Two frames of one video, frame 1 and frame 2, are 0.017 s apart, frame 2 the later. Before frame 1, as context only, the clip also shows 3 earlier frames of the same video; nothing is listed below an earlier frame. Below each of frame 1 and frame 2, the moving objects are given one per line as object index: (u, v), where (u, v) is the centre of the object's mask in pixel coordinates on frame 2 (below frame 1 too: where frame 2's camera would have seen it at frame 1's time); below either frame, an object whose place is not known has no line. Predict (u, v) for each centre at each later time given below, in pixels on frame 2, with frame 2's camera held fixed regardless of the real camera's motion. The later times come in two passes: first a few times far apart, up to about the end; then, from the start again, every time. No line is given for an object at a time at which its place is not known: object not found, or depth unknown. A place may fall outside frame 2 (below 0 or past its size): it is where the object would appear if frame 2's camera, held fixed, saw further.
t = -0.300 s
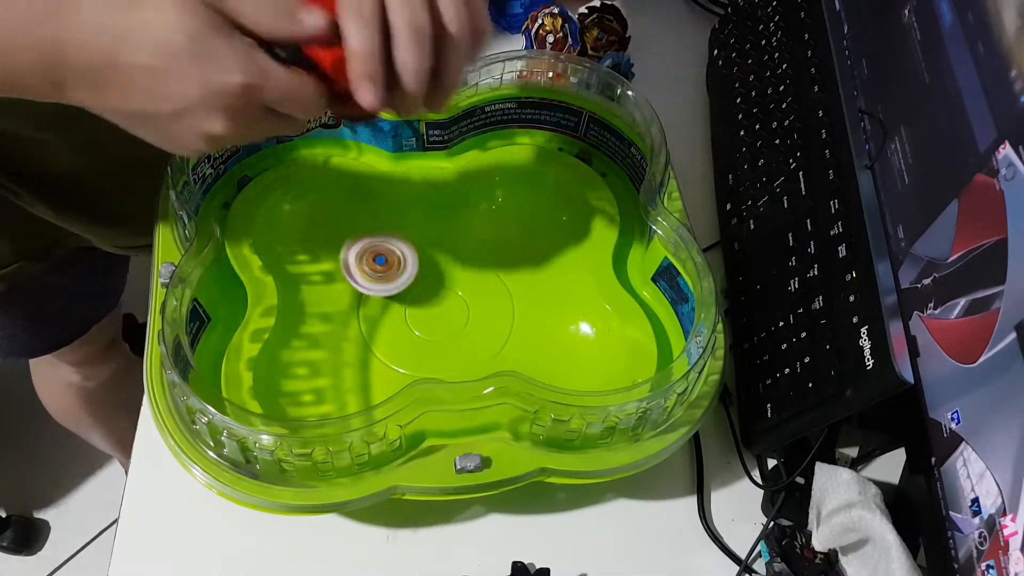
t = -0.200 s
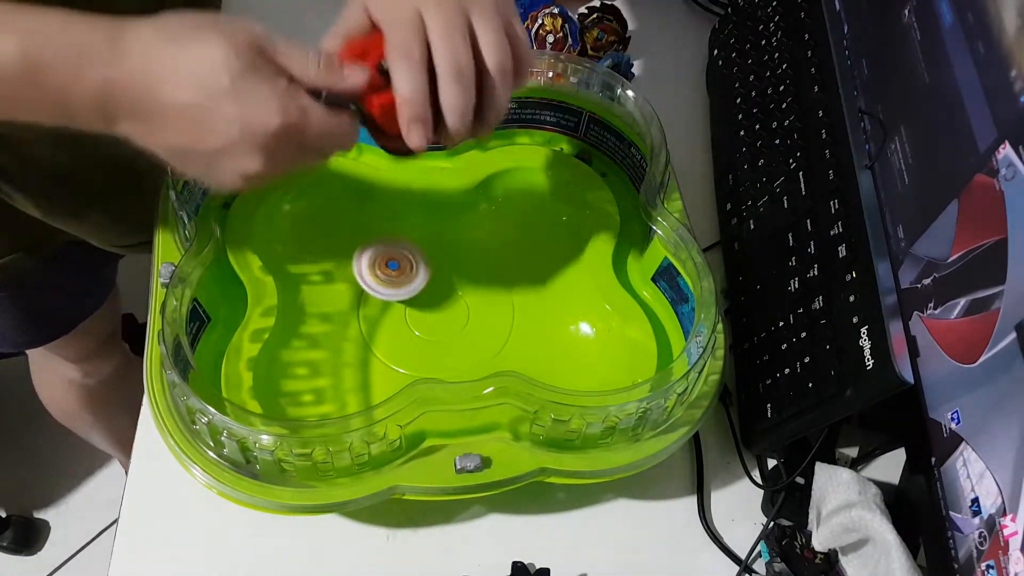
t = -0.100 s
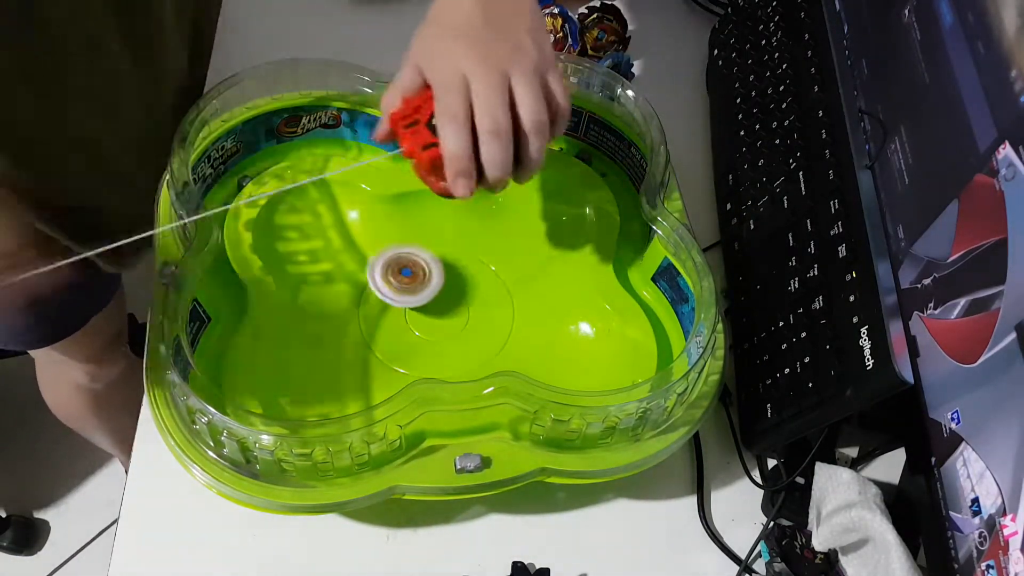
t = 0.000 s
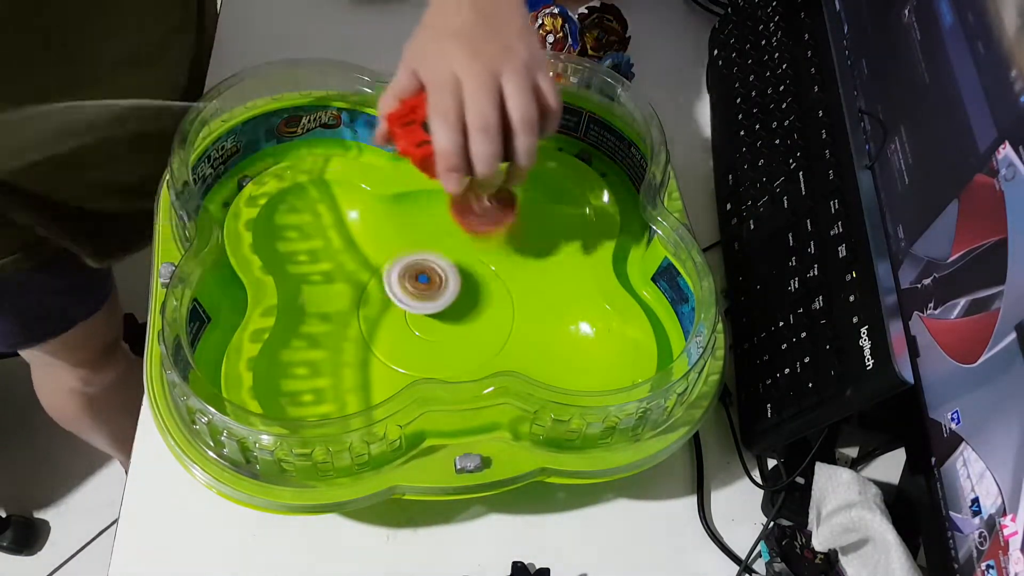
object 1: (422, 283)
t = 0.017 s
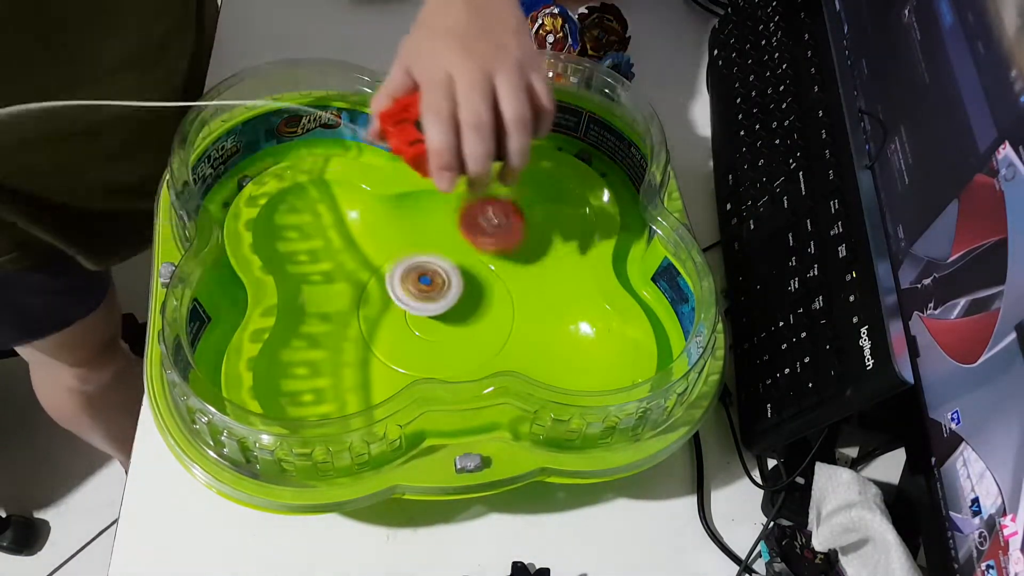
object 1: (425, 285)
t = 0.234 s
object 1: (439, 314)
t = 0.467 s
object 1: (399, 327)
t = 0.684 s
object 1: (408, 303)
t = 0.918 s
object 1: (448, 292)
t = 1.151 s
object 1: (444, 310)
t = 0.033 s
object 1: (427, 287)
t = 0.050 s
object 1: (430, 286)
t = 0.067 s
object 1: (433, 286)
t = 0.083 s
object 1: (437, 289)
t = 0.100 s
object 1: (440, 293)
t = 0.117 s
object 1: (442, 297)
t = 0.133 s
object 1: (443, 297)
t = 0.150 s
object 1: (444, 298)
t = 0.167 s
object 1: (444, 301)
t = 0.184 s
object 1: (445, 306)
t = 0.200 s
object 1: (443, 308)
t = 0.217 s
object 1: (441, 310)
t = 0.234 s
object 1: (439, 314)
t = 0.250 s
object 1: (436, 317)
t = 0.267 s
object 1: (435, 319)
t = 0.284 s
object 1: (432, 321)
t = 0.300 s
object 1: (429, 322)
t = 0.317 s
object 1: (425, 323)
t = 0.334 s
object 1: (421, 323)
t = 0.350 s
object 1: (417, 324)
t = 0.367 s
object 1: (415, 326)
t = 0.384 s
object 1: (411, 326)
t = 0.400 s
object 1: (408, 327)
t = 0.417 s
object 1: (405, 327)
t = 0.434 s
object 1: (403, 327)
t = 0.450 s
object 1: (401, 327)
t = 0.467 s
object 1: (399, 327)
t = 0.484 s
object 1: (397, 326)
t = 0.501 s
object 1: (396, 326)
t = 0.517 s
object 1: (395, 325)
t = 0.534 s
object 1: (394, 324)
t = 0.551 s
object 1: (394, 323)
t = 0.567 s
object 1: (394, 321)
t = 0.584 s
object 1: (394, 319)
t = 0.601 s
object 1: (395, 317)
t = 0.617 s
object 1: (396, 314)
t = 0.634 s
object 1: (398, 311)
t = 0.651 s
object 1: (401, 308)
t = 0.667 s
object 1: (404, 306)
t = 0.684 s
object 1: (408, 303)
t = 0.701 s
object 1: (411, 298)
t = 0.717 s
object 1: (415, 295)
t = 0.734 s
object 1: (418, 291)
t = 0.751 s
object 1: (422, 289)
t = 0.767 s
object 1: (426, 286)
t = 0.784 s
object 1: (429, 286)
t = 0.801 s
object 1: (431, 287)
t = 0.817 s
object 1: (434, 288)
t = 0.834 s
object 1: (436, 288)
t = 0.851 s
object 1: (439, 288)
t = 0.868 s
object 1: (441, 289)
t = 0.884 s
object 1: (443, 290)
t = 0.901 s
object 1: (445, 291)
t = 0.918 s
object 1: (448, 292)
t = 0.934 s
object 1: (449, 293)
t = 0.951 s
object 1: (450, 295)
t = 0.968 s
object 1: (450, 296)
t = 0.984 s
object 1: (451, 297)
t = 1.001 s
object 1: (452, 300)
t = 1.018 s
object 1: (452, 302)
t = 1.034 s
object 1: (452, 303)
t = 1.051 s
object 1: (451, 305)
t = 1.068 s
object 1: (450, 306)
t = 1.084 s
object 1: (449, 307)
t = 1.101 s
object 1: (448, 308)
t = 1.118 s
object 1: (447, 309)
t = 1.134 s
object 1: (445, 309)
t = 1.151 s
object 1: (444, 310)
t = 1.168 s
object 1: (442, 310)
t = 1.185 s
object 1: (440, 310)
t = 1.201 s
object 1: (438, 309)
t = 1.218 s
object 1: (436, 309)
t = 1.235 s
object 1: (435, 307)
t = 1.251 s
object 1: (434, 306)
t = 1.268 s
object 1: (432, 305)
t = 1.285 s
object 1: (431, 303)
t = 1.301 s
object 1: (431, 301)
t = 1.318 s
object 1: (430, 300)
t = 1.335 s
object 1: (430, 297)
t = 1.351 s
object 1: (430, 295)
